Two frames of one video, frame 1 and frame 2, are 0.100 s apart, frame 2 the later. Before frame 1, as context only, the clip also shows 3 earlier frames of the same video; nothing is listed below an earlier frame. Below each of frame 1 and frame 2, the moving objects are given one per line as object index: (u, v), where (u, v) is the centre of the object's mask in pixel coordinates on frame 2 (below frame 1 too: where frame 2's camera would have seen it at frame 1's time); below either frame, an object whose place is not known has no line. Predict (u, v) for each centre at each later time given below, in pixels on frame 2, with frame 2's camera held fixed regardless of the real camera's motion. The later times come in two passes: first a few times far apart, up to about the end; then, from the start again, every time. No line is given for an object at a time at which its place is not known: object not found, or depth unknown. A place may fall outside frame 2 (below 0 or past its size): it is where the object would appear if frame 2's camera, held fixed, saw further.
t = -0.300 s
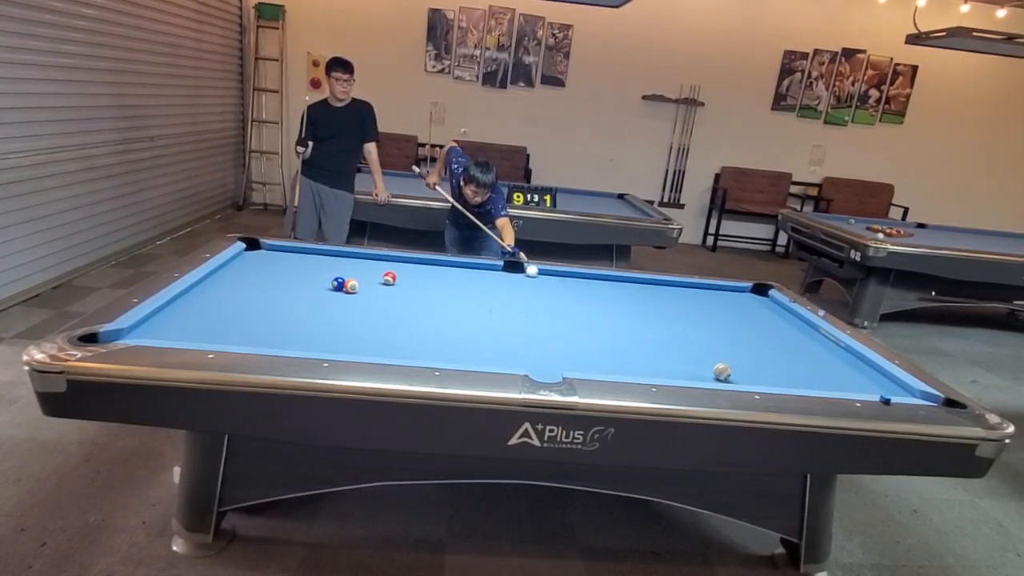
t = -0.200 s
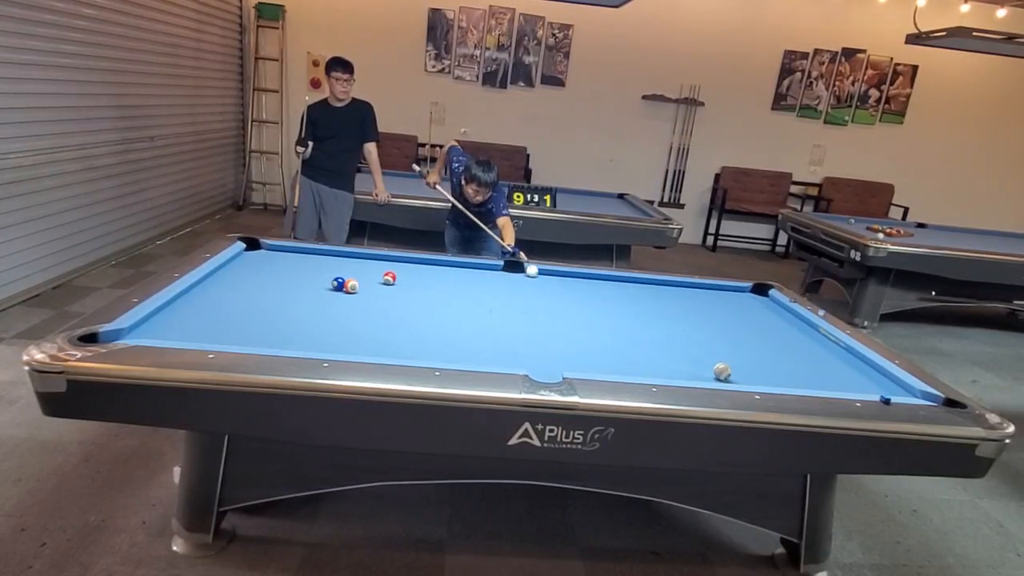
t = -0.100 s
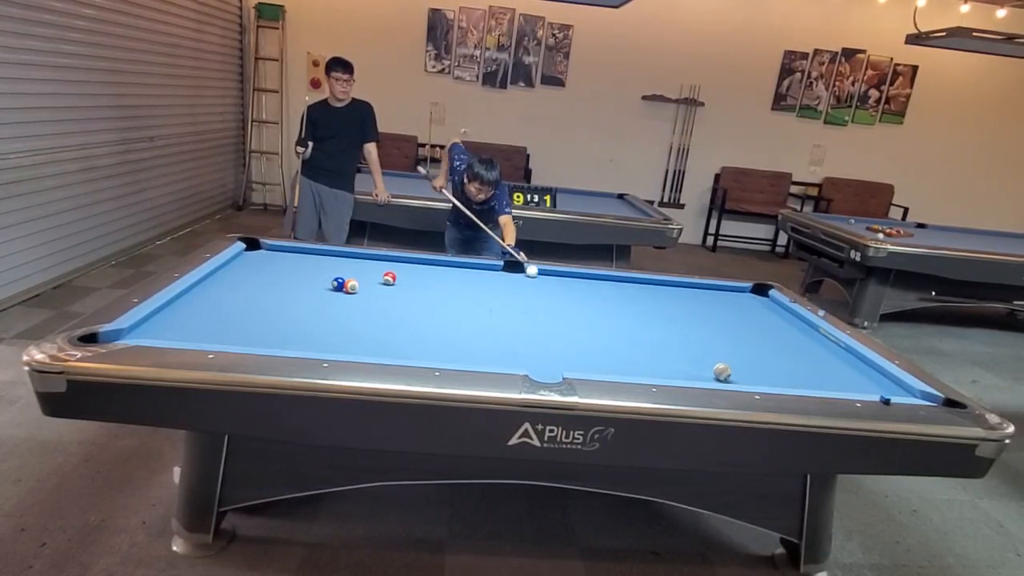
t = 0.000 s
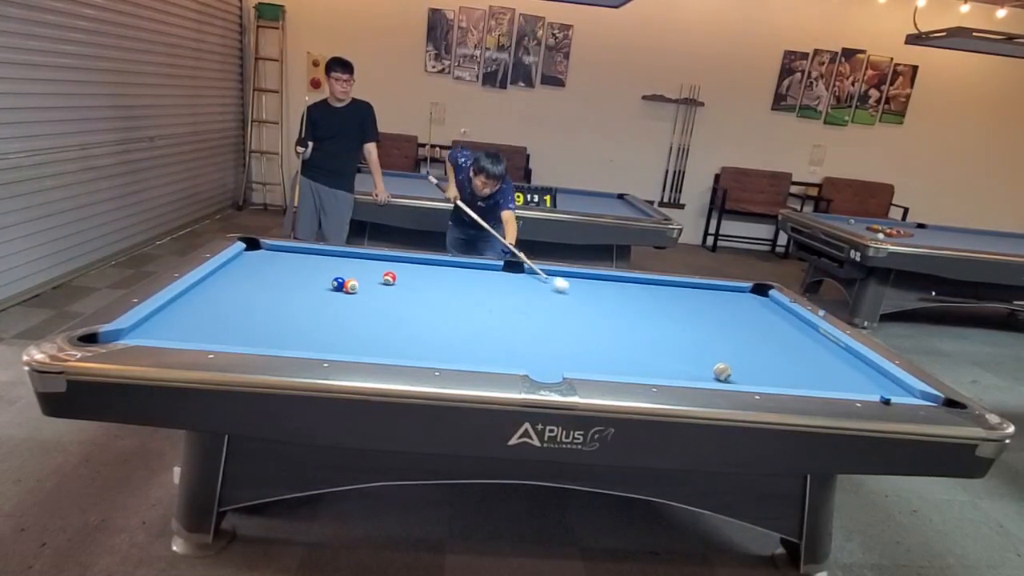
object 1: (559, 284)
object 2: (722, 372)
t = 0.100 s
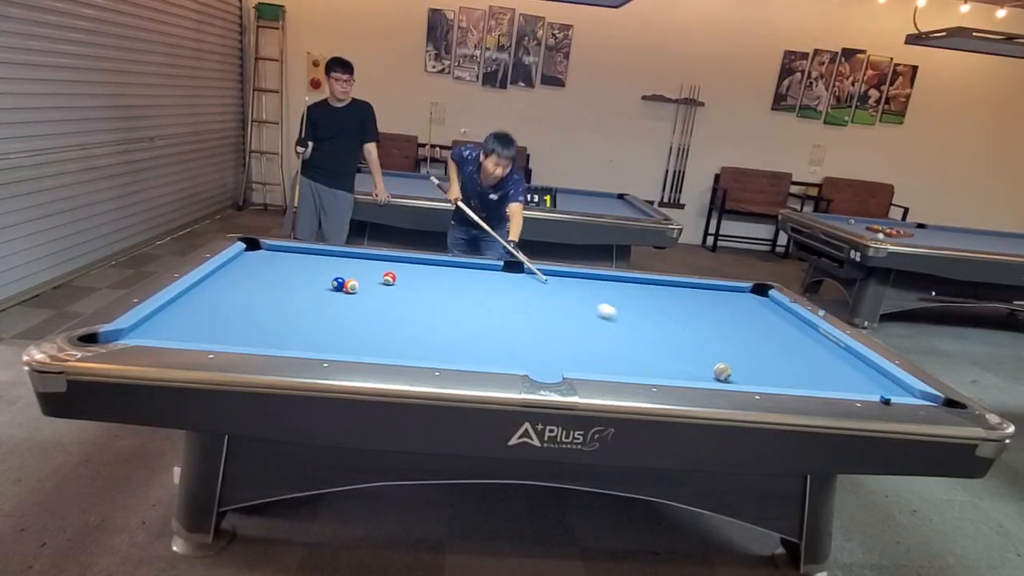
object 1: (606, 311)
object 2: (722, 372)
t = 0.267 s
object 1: (705, 366)
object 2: (724, 373)
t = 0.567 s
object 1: (671, 369)
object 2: (782, 351)
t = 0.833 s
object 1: (650, 355)
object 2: (794, 327)
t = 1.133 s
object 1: (630, 343)
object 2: (765, 304)
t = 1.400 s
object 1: (615, 334)
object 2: (723, 288)
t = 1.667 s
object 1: (601, 325)
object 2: (702, 293)
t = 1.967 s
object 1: (588, 317)
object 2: (676, 300)
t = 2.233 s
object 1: (578, 311)
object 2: (651, 306)
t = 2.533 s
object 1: (568, 305)
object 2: (621, 313)
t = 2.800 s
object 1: (559, 300)
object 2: (592, 319)
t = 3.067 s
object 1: (552, 295)
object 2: (562, 326)
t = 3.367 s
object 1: (546, 291)
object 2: (525, 334)
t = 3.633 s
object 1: (541, 288)
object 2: (491, 342)
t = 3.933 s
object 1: (537, 285)
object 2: (450, 351)
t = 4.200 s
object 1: (534, 283)
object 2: (410, 355)
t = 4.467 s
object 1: (532, 281)
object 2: (388, 351)
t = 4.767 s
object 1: (530, 279)
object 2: (368, 345)
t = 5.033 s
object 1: (529, 278)
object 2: (352, 340)
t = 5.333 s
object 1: (528, 277)
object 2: (337, 335)
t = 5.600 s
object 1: (528, 276)
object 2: (324, 330)
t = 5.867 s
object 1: (528, 276)
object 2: (313, 326)
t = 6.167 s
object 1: (528, 276)
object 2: (304, 323)
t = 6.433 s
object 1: (527, 276)
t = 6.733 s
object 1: (528, 276)
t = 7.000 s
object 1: (528, 276)
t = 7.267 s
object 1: (528, 276)
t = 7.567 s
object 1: (528, 276)
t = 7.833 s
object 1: (528, 276)
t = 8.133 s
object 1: (527, 276)
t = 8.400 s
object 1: (528, 276)
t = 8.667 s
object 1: (527, 276)
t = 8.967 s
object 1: (527, 276)
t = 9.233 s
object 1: (528, 276)
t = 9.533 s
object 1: (527, 276)
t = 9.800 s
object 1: (527, 276)
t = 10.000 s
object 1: (528, 276)
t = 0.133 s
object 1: (624, 321)
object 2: (722, 372)
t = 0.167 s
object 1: (643, 331)
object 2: (722, 372)
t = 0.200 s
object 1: (665, 343)
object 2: (722, 372)
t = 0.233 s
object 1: (686, 353)
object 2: (722, 372)
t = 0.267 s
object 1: (705, 366)
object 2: (724, 373)
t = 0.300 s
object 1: (702, 368)
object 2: (754, 380)
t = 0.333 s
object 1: (699, 371)
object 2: (766, 380)
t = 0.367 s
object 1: (697, 373)
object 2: (769, 377)
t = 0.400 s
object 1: (695, 375)
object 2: (771, 372)
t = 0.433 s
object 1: (694, 377)
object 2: (774, 367)
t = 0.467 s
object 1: (687, 374)
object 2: (776, 362)
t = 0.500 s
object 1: (681, 372)
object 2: (778, 358)
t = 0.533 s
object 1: (676, 371)
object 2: (781, 354)
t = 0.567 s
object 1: (671, 369)
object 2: (782, 351)
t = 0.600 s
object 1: (668, 366)
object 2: (784, 347)
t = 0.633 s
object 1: (665, 364)
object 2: (785, 345)
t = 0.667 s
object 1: (662, 363)
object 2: (787, 341)
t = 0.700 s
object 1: (659, 361)
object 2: (789, 338)
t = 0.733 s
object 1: (657, 360)
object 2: (790, 336)
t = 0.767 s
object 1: (654, 358)
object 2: (792, 333)
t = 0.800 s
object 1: (652, 357)
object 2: (793, 330)
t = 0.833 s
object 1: (650, 355)
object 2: (794, 327)
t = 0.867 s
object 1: (648, 354)
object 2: (796, 325)
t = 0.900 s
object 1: (645, 352)
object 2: (797, 323)
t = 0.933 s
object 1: (643, 351)
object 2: (798, 320)
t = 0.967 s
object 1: (641, 350)
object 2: (797, 318)
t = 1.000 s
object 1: (638, 348)
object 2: (791, 315)
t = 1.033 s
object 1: (636, 347)
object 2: (784, 312)
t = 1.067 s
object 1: (634, 345)
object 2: (778, 310)
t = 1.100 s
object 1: (632, 344)
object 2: (772, 307)
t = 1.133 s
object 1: (630, 343)
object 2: (765, 304)
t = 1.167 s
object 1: (628, 342)
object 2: (760, 302)
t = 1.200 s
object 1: (626, 340)
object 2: (754, 300)
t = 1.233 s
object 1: (624, 339)
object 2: (748, 297)
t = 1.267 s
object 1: (622, 338)
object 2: (742, 295)
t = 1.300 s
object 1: (620, 337)
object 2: (737, 293)
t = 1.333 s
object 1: (619, 336)
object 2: (732, 291)
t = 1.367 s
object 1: (617, 335)
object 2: (727, 289)
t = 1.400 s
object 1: (615, 334)
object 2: (723, 288)
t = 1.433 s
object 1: (613, 333)
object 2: (721, 289)
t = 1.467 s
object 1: (611, 331)
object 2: (719, 290)
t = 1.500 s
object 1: (610, 330)
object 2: (716, 290)
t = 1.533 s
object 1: (608, 329)
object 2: (713, 291)
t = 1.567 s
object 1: (606, 328)
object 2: (710, 291)
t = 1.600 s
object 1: (605, 327)
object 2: (708, 292)
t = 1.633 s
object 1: (603, 326)
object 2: (705, 293)
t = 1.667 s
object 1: (601, 325)
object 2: (702, 293)
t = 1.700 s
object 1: (600, 324)
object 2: (699, 294)
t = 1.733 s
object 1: (598, 323)
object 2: (697, 295)
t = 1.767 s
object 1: (596, 322)
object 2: (694, 296)
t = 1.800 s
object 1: (595, 322)
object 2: (691, 296)
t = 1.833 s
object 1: (594, 321)
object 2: (688, 297)
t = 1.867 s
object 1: (592, 320)
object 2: (685, 297)
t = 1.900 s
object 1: (591, 319)
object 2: (682, 298)
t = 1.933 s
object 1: (589, 318)
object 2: (679, 300)
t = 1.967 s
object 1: (588, 317)
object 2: (676, 300)
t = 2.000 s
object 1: (587, 316)
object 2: (673, 300)
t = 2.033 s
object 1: (586, 315)
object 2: (670, 301)
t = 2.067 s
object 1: (584, 314)
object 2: (667, 302)
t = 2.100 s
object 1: (583, 314)
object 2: (664, 303)
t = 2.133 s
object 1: (582, 313)
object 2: (661, 304)
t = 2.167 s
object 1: (580, 312)
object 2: (658, 304)
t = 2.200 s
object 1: (579, 311)
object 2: (654, 305)
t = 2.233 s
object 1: (578, 311)
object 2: (651, 306)
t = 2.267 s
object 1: (576, 310)
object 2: (648, 306)
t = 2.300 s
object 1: (575, 309)
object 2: (645, 307)
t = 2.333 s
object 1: (574, 308)
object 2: (641, 308)
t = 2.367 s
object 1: (573, 308)
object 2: (638, 308)
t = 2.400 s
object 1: (572, 307)
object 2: (635, 309)
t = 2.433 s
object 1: (571, 307)
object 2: (631, 310)
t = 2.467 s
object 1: (570, 306)
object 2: (628, 311)
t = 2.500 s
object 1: (569, 305)
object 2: (625, 312)
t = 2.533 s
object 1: (568, 305)
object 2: (621, 313)
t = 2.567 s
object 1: (566, 304)
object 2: (618, 313)
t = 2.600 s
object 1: (566, 303)
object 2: (614, 314)
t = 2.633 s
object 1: (564, 303)
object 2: (610, 315)
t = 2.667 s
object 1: (563, 302)
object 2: (607, 316)
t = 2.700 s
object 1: (562, 301)
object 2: (604, 316)
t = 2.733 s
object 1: (561, 301)
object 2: (600, 318)
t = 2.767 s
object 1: (560, 300)
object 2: (596, 318)
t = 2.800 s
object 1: (559, 300)
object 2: (592, 319)
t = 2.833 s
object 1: (558, 299)
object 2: (589, 320)
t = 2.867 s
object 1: (558, 298)
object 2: (585, 321)
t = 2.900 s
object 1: (557, 298)
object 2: (581, 321)
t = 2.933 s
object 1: (556, 297)
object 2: (577, 323)
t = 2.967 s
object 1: (555, 297)
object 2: (574, 323)
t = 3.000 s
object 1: (554, 296)
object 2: (570, 324)
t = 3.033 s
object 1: (553, 296)
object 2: (566, 325)
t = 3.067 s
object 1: (552, 295)
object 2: (562, 326)
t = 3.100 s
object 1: (551, 295)
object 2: (558, 327)
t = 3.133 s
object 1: (551, 294)
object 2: (554, 327)
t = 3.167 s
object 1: (550, 294)
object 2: (550, 329)
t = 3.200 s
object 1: (550, 293)
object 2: (546, 330)
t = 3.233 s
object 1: (549, 293)
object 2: (542, 330)
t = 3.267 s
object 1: (548, 292)
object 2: (538, 331)
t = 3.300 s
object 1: (548, 292)
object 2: (534, 332)
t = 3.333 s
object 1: (547, 291)
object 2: (530, 333)
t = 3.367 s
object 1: (546, 291)
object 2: (525, 334)
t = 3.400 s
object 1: (545, 291)
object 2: (521, 335)
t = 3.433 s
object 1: (545, 290)
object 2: (517, 337)
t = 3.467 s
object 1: (544, 290)
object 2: (513, 337)
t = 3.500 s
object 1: (544, 289)
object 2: (509, 338)
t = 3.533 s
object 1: (543, 289)
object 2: (504, 339)
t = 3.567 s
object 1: (543, 289)
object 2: (500, 340)
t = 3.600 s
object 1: (542, 288)
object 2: (495, 341)
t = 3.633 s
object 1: (541, 288)
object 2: (491, 342)
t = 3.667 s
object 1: (541, 288)
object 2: (487, 343)
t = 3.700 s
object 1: (540, 287)
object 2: (482, 344)
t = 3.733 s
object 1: (540, 287)
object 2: (478, 345)
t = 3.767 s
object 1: (539, 287)
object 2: (473, 346)
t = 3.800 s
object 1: (539, 287)
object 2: (469, 347)
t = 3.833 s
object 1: (538, 286)
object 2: (463, 348)
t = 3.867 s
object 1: (538, 286)
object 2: (459, 349)
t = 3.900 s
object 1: (537, 286)
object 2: (454, 350)
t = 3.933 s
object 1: (537, 285)
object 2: (450, 351)
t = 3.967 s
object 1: (537, 285)
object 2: (445, 352)
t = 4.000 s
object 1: (536, 284)
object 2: (440, 352)
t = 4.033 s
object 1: (536, 284)
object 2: (435, 353)
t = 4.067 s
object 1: (536, 284)
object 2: (430, 354)
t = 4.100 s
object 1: (535, 284)
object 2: (425, 354)
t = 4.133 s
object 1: (535, 283)
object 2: (420, 355)
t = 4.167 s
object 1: (534, 283)
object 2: (416, 354)
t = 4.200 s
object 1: (534, 283)
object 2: (410, 355)
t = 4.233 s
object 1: (534, 282)
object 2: (406, 355)
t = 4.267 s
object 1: (533, 282)
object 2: (404, 354)
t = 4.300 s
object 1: (533, 282)
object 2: (402, 354)
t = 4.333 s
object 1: (533, 282)
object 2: (399, 353)
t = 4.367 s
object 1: (533, 282)
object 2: (396, 353)
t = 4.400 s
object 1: (532, 281)
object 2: (393, 352)
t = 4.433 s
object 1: (532, 281)
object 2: (391, 352)
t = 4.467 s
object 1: (532, 281)
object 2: (388, 351)
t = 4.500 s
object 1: (532, 281)
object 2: (386, 351)
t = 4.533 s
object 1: (532, 280)
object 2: (384, 350)
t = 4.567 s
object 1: (531, 280)
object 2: (382, 350)
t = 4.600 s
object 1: (531, 280)
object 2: (379, 349)
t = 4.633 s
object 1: (531, 280)
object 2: (377, 348)
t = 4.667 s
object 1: (531, 280)
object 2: (375, 348)
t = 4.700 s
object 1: (530, 279)
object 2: (373, 347)
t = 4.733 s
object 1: (530, 279)
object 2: (371, 346)
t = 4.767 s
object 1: (530, 279)
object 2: (368, 345)
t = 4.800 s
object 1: (530, 279)
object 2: (366, 344)
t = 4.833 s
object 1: (530, 279)
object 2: (364, 344)
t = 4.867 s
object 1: (529, 278)
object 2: (362, 343)
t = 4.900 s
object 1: (529, 278)
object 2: (360, 343)
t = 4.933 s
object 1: (529, 278)
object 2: (358, 342)
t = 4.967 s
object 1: (529, 278)
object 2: (356, 342)
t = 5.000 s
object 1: (529, 278)
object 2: (354, 341)
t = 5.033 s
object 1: (529, 278)
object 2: (352, 340)
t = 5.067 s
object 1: (529, 278)
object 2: (351, 340)
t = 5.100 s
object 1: (529, 277)
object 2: (349, 339)
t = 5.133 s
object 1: (529, 277)
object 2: (347, 338)
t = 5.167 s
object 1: (529, 277)
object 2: (345, 338)
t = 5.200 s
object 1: (529, 277)
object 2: (344, 337)
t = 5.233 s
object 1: (529, 277)
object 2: (342, 336)
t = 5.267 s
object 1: (529, 277)
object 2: (340, 336)
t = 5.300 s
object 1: (529, 277)
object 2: (338, 335)
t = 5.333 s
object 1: (528, 277)
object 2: (337, 335)
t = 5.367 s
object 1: (528, 277)
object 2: (335, 334)
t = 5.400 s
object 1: (528, 277)
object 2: (333, 334)
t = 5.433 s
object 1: (528, 277)
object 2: (331, 333)
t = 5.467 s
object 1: (528, 277)
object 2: (330, 332)
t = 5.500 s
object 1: (528, 277)
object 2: (328, 331)
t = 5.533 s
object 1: (528, 277)
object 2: (327, 331)
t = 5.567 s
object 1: (528, 276)
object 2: (325, 330)
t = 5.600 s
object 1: (528, 276)
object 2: (324, 330)
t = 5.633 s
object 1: (528, 276)
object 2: (322, 329)
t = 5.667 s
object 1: (528, 277)
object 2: (321, 329)
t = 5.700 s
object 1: (528, 276)
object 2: (319, 329)
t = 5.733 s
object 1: (528, 276)
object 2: (318, 328)
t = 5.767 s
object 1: (528, 276)
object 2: (317, 328)
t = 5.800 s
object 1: (528, 276)
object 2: (316, 327)
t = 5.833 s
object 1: (528, 276)
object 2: (315, 327)
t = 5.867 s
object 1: (528, 276)
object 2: (313, 326)
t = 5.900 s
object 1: (528, 276)
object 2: (312, 326)
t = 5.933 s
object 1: (528, 276)
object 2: (311, 326)
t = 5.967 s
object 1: (528, 276)
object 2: (310, 325)
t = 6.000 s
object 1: (528, 276)
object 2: (309, 325)
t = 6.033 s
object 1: (527, 276)
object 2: (308, 324)
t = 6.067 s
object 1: (528, 276)
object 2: (307, 324)
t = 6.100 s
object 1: (527, 276)
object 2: (306, 323)
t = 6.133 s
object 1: (527, 276)
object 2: (305, 323)
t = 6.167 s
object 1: (528, 276)
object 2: (304, 323)
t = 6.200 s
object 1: (528, 276)
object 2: (303, 322)
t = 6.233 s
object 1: (528, 276)
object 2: (301, 322)
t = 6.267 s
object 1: (528, 276)
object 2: (301, 322)
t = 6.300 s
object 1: (527, 276)
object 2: (300, 322)
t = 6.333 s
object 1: (528, 276)
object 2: (299, 321)
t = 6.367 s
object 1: (528, 276)
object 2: (297, 321)
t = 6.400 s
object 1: (528, 276)
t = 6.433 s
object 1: (527, 276)
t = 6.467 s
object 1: (527, 276)
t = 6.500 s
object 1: (528, 276)
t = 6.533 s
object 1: (528, 276)
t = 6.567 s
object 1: (528, 276)
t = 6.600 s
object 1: (528, 276)
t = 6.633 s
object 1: (528, 276)
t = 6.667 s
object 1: (528, 276)
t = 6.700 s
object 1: (528, 276)
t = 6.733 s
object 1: (528, 276)
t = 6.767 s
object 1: (528, 276)
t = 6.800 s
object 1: (528, 276)
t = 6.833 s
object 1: (528, 276)
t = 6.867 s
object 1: (528, 276)
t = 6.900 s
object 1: (528, 276)
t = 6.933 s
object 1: (528, 276)
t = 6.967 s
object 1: (528, 276)
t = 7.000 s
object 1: (528, 276)
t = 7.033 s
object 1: (528, 276)
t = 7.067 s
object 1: (528, 276)
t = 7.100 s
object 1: (528, 276)
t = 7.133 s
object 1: (528, 276)
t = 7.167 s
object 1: (528, 276)
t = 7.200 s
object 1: (528, 276)
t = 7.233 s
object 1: (528, 276)
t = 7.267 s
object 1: (528, 276)
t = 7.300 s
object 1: (528, 276)
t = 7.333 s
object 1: (528, 276)
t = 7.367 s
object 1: (528, 276)
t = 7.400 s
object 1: (528, 276)
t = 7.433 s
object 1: (528, 276)
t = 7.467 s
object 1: (528, 276)
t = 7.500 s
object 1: (528, 276)
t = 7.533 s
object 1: (528, 276)
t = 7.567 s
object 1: (528, 276)
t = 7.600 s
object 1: (528, 276)
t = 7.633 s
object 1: (528, 276)
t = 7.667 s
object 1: (528, 276)
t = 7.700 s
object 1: (528, 276)
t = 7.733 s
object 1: (528, 276)
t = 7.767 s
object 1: (528, 276)
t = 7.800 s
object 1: (528, 276)
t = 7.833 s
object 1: (528, 276)
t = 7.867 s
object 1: (528, 276)
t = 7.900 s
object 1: (528, 276)
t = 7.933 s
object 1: (528, 276)
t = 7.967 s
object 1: (527, 276)
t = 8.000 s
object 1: (527, 276)
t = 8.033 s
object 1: (528, 276)
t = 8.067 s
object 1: (528, 276)
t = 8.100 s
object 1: (528, 276)
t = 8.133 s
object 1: (527, 276)
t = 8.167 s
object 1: (527, 276)
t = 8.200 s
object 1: (527, 276)
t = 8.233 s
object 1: (527, 276)
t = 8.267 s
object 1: (528, 276)
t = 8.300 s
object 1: (527, 276)
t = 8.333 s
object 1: (527, 276)
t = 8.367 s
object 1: (527, 276)
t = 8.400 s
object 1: (528, 276)
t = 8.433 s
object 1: (527, 276)
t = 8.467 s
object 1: (527, 276)
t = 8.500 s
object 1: (527, 276)
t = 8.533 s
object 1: (527, 276)
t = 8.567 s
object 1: (527, 276)
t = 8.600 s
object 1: (527, 276)
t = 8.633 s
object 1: (528, 276)
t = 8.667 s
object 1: (527, 276)
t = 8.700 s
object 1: (527, 276)
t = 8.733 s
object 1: (528, 276)
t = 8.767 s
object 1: (527, 276)
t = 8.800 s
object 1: (527, 276)
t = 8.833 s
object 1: (527, 276)
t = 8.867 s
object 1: (527, 276)
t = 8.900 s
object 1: (527, 276)
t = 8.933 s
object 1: (528, 276)
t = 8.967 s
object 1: (527, 276)
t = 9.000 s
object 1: (528, 276)
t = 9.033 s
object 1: (528, 276)
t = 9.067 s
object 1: (528, 276)
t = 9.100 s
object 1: (528, 276)
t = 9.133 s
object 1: (528, 276)
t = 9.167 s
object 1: (528, 276)
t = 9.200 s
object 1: (528, 276)
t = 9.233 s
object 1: (528, 276)
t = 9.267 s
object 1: (528, 276)
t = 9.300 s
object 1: (528, 276)
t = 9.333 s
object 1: (528, 276)
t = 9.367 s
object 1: (528, 276)
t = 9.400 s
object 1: (527, 276)
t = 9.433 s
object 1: (527, 276)
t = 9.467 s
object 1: (527, 276)
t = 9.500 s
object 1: (527, 276)
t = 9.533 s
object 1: (527, 276)
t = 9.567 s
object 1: (528, 276)
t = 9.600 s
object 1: (528, 276)
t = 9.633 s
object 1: (527, 276)
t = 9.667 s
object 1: (527, 276)
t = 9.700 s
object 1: (527, 276)
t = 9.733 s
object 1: (527, 276)
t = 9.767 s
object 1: (528, 276)
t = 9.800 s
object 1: (527, 276)
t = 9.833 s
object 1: (528, 276)
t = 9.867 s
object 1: (528, 276)
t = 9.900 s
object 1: (528, 276)
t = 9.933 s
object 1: (528, 276)
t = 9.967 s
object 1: (528, 276)
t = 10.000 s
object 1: (528, 276)
